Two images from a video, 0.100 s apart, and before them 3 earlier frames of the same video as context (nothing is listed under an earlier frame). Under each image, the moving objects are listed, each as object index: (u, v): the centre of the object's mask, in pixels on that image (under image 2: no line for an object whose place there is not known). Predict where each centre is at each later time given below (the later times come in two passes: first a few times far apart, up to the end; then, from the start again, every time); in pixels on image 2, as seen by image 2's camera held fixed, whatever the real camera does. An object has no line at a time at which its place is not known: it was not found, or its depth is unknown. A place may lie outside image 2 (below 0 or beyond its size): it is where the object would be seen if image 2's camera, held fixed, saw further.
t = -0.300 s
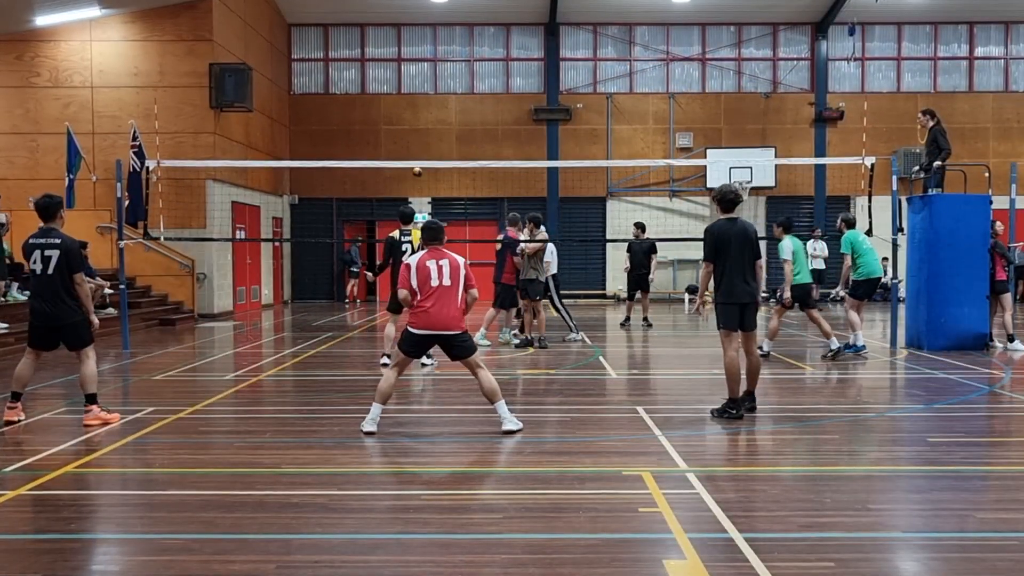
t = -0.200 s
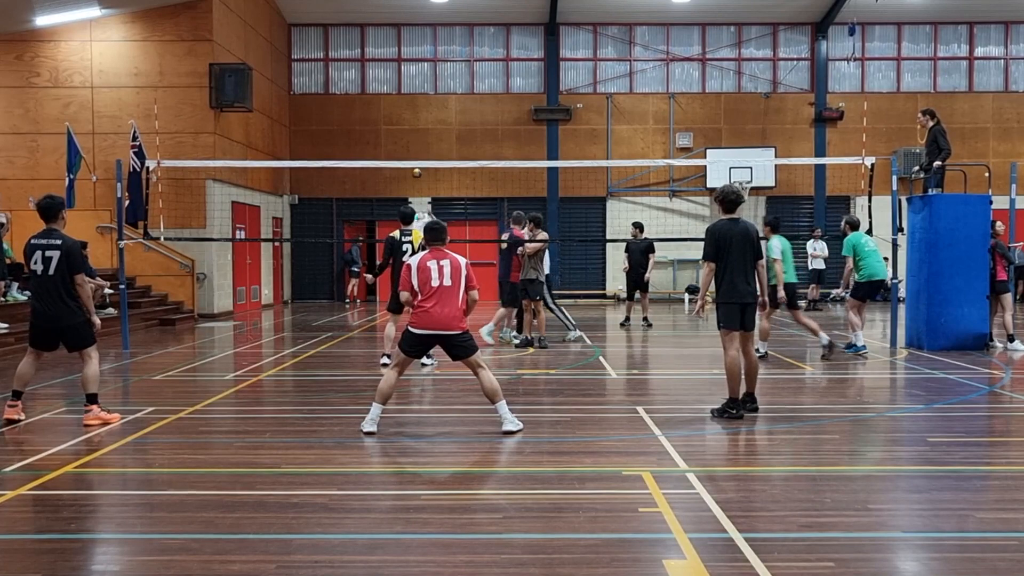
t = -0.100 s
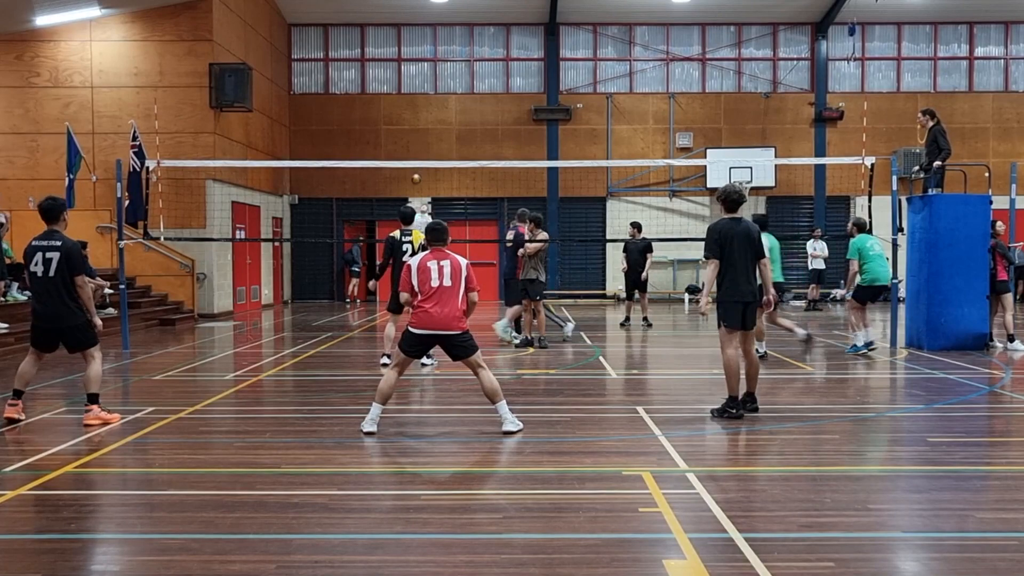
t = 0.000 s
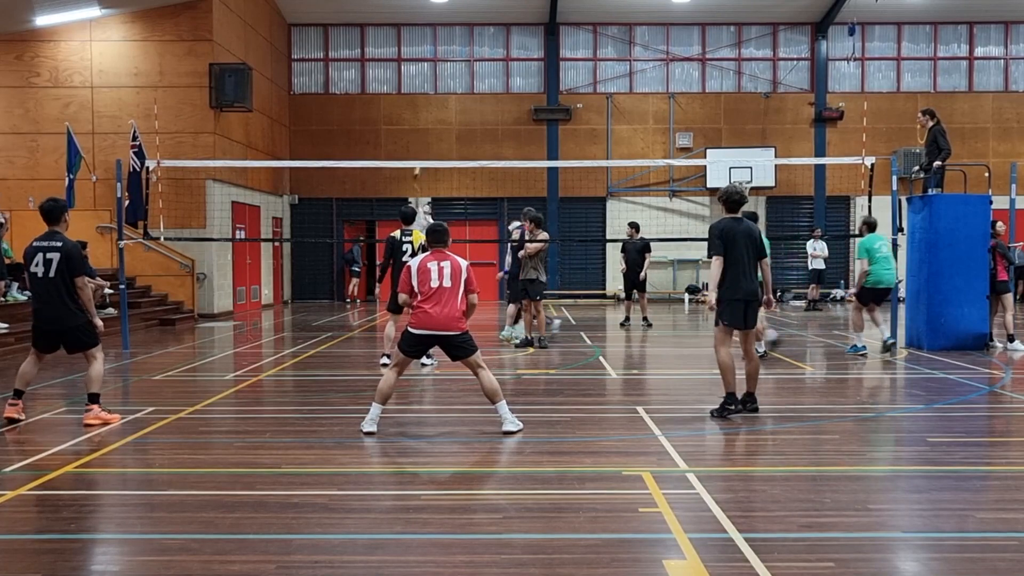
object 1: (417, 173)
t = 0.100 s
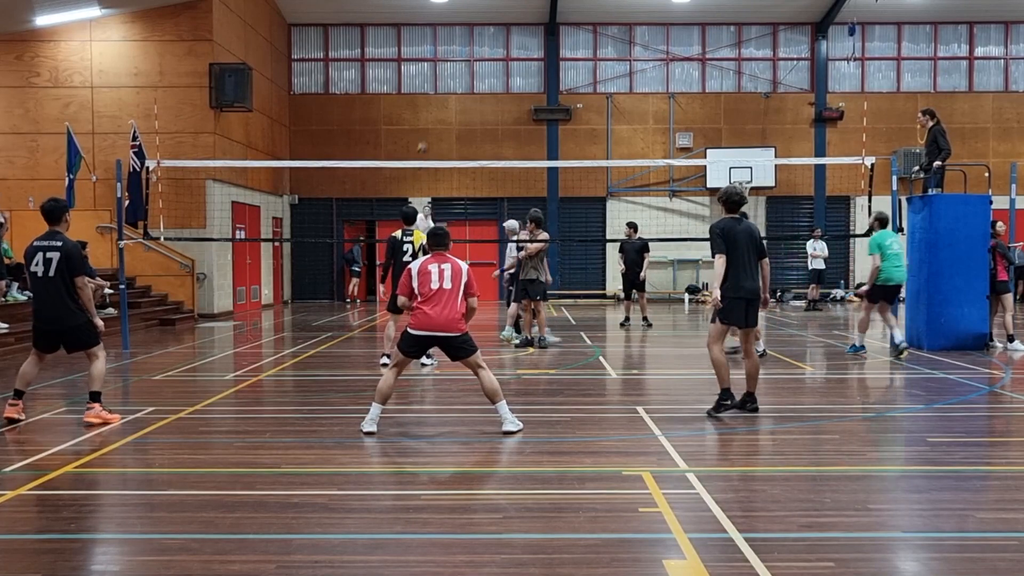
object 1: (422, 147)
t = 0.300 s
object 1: (438, 111)
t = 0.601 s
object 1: (480, 100)
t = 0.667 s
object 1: (494, 106)
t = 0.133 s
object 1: (425, 140)
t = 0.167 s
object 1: (427, 133)
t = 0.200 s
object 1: (430, 127)
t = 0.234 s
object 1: (432, 121)
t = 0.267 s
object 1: (435, 116)
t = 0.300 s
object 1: (438, 111)
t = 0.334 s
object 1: (439, 106)
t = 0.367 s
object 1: (444, 104)
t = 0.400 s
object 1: (448, 101)
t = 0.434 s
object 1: (453, 99)
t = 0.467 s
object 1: (456, 98)
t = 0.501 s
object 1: (462, 97)
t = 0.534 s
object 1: (467, 97)
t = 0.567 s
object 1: (473, 98)
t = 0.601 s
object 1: (480, 100)
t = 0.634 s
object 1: (486, 102)
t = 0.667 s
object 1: (494, 106)
